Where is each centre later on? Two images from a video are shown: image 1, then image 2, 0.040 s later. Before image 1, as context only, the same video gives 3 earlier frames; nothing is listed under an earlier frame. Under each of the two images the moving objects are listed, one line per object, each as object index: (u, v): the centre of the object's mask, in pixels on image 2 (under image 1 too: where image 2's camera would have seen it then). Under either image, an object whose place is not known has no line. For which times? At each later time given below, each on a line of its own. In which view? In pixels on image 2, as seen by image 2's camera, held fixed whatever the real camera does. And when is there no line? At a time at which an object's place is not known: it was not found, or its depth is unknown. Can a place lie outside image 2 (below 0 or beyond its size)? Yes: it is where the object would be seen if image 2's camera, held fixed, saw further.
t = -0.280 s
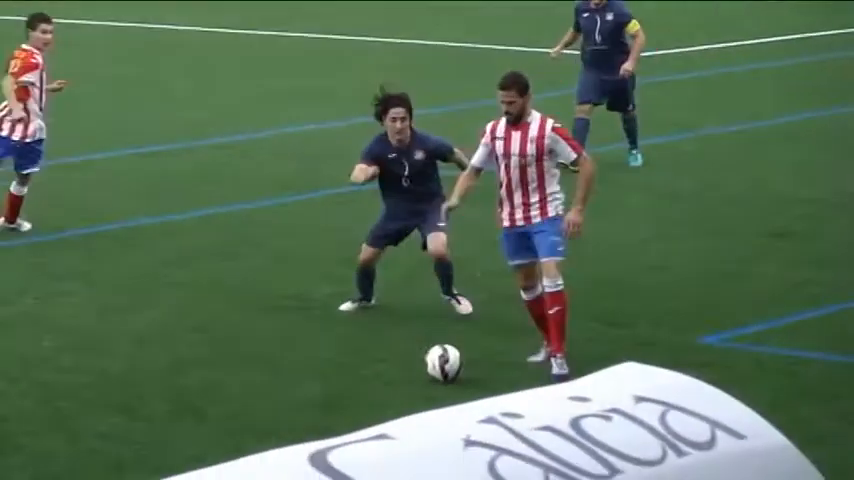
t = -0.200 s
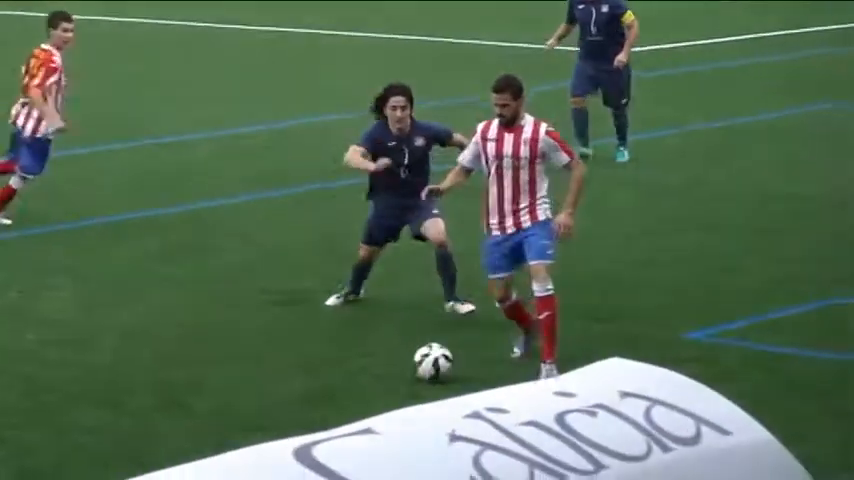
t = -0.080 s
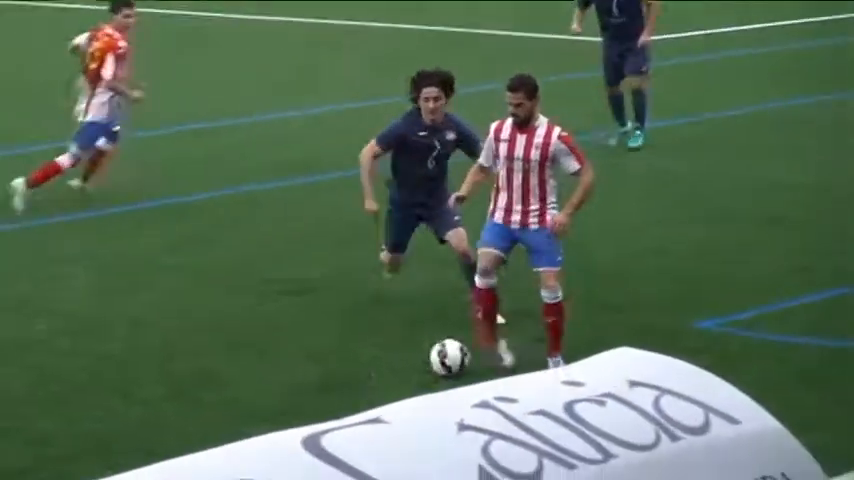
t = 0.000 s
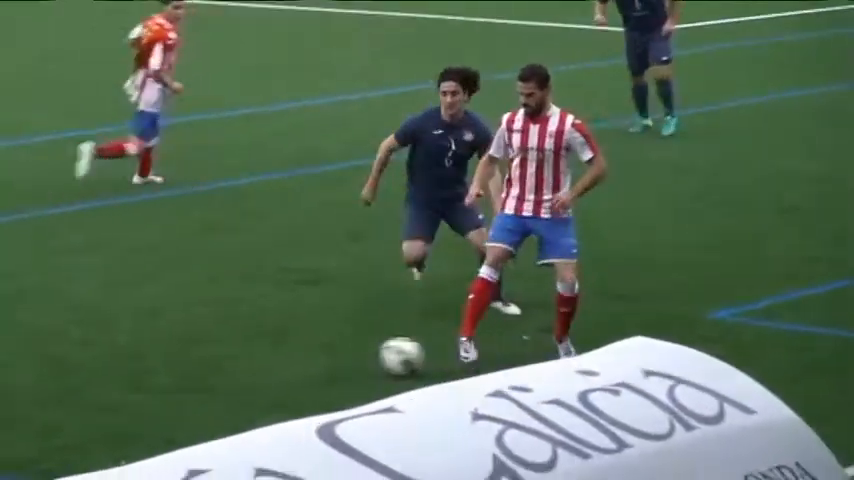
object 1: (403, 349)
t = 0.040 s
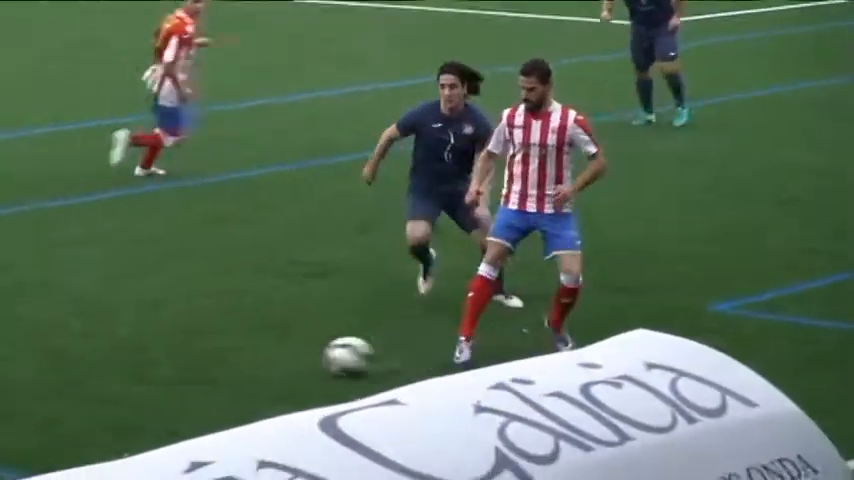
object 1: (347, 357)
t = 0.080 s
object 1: (294, 363)
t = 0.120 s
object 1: (239, 370)
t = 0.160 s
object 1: (184, 376)
